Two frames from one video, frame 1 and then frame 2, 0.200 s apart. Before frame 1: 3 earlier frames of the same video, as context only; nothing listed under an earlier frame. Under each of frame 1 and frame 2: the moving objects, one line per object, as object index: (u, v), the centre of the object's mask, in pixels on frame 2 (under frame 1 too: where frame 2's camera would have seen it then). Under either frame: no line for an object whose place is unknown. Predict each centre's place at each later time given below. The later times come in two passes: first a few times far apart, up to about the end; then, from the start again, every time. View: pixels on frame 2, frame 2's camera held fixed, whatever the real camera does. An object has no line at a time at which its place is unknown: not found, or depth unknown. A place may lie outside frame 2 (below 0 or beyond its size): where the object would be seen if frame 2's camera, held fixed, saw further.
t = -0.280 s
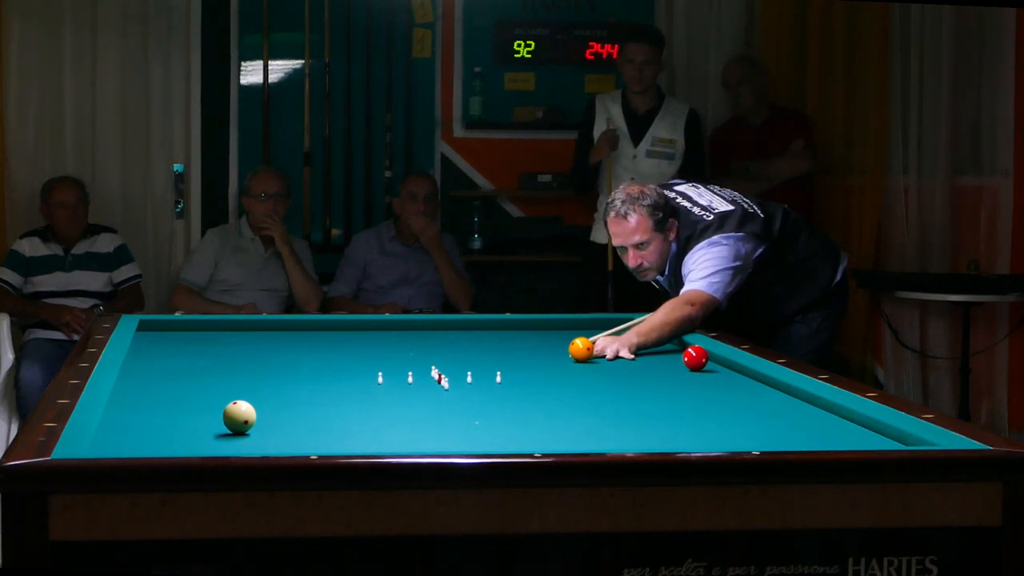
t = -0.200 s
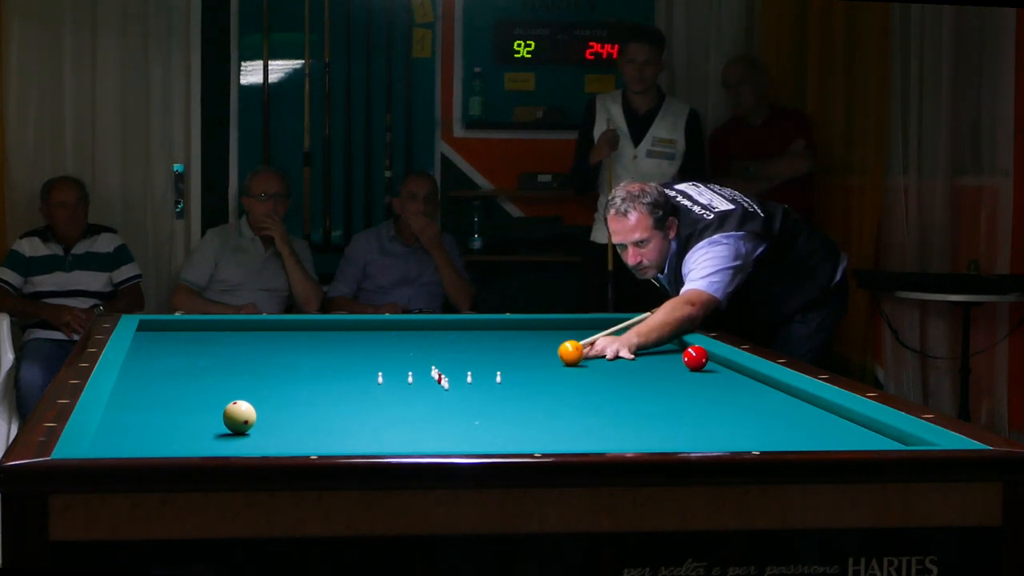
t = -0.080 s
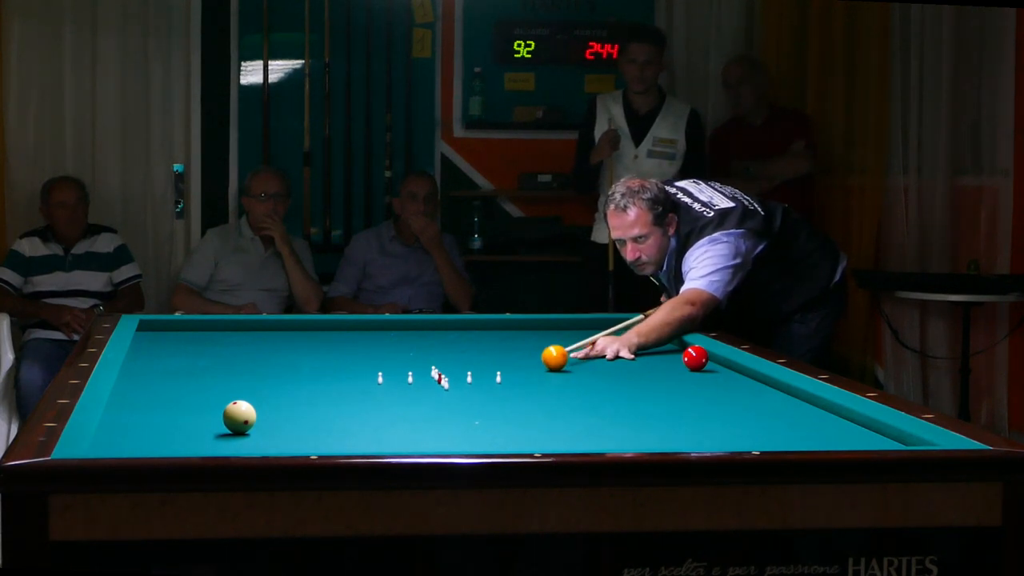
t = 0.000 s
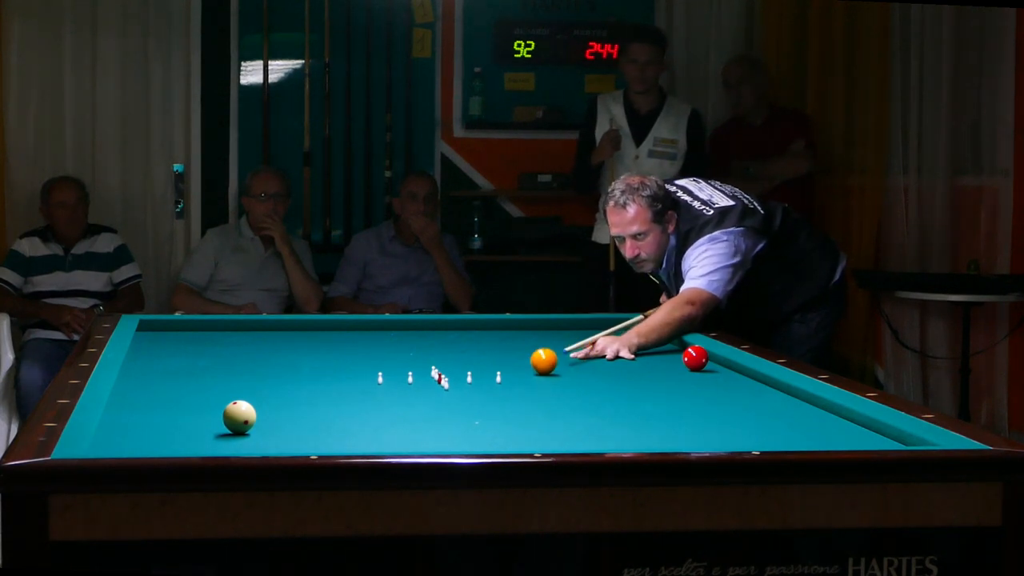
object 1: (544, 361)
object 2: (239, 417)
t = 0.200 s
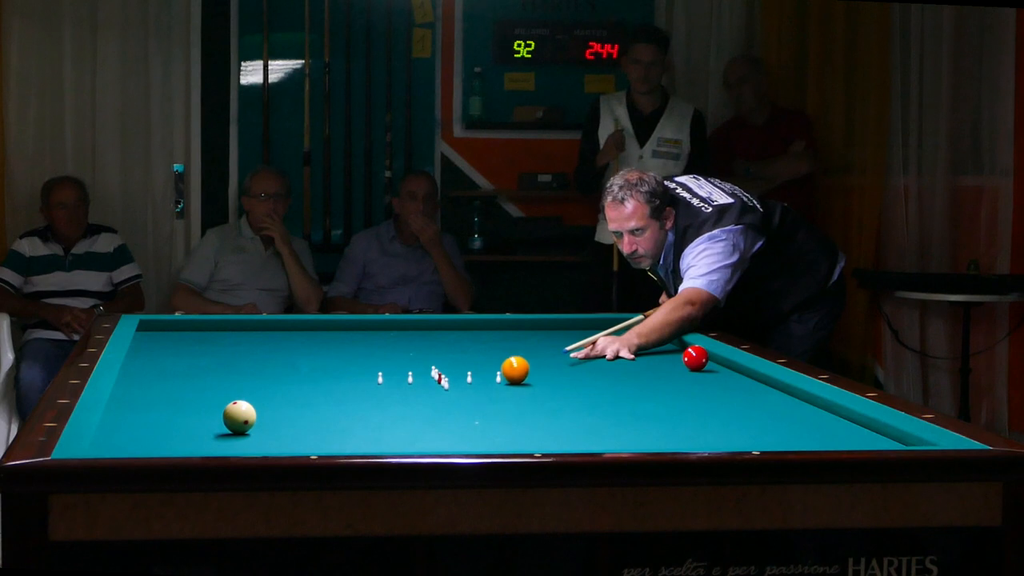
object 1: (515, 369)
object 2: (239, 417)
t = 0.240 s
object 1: (509, 371)
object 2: (239, 417)
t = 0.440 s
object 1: (478, 380)
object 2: (239, 417)
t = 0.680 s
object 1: (437, 393)
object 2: (239, 417)
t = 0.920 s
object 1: (392, 407)
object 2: (239, 417)
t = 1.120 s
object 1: (351, 419)
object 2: (239, 417)
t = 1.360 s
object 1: (298, 435)
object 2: (239, 417)
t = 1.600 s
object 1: (238, 445)
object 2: (239, 417)
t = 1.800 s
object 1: (170, 444)
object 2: (239, 417)
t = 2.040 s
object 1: (124, 439)
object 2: (239, 417)
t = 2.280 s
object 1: (172, 432)
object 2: (239, 416)
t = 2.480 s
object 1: (208, 425)
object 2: (239, 416)
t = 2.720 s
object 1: (242, 420)
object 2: (250, 404)
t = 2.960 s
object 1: (268, 419)
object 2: (250, 405)
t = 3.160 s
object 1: (288, 418)
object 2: (261, 404)
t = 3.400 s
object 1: (311, 417)
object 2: (269, 400)
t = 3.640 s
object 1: (333, 416)
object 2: (276, 395)
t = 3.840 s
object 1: (349, 415)
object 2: (281, 392)
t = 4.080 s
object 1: (368, 414)
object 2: (287, 388)
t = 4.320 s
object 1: (385, 413)
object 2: (293, 385)
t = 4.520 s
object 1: (399, 412)
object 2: (297, 382)
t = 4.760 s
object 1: (414, 412)
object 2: (302, 379)
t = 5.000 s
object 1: (427, 411)
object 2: (307, 376)
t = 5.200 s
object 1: (437, 410)
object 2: (310, 374)
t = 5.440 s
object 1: (449, 410)
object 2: (314, 371)
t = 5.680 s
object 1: (458, 409)
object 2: (317, 369)
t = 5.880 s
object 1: (466, 409)
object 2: (320, 368)
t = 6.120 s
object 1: (474, 409)
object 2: (322, 365)
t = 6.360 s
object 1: (481, 408)
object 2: (325, 364)
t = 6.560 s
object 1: (485, 408)
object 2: (327, 362)
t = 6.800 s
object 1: (490, 408)
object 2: (329, 360)
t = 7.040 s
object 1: (494, 408)
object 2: (332, 359)
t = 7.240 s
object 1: (495, 408)
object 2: (334, 358)
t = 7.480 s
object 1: (497, 408)
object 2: (336, 356)
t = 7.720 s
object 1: (497, 408)
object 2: (337, 355)
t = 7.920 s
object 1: (496, 408)
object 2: (339, 354)
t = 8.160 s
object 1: (496, 408)
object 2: (341, 353)
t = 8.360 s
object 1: (496, 408)
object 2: (343, 352)
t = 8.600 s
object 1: (496, 407)
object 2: (345, 352)
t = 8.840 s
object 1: (496, 408)
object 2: (346, 351)
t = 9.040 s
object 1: (496, 408)
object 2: (348, 350)
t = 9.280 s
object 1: (496, 408)
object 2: (349, 350)
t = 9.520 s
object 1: (497, 408)
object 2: (350, 349)
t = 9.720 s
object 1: (496, 408)
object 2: (351, 349)
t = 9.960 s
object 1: (496, 408)
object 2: (351, 349)
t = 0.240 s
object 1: (509, 371)
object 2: (239, 417)
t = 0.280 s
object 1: (503, 373)
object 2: (239, 417)
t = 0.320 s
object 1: (497, 375)
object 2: (239, 417)
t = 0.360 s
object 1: (491, 377)
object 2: (239, 417)
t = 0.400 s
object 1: (484, 379)
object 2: (239, 417)
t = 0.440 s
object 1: (478, 380)
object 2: (239, 417)
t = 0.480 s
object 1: (471, 383)
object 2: (239, 417)
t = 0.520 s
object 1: (465, 385)
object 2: (239, 417)
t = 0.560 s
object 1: (458, 387)
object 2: (239, 417)
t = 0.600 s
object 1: (451, 389)
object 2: (239, 417)
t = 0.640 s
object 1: (444, 391)
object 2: (239, 417)
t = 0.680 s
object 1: (437, 393)
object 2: (239, 417)
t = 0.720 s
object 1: (430, 396)
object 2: (239, 417)
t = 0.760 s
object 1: (423, 398)
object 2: (239, 417)
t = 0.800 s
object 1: (415, 400)
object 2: (239, 417)
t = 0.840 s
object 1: (408, 402)
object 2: (239, 417)
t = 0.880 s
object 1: (400, 404)
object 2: (239, 417)
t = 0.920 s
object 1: (392, 407)
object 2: (239, 417)
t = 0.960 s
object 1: (384, 409)
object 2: (239, 417)
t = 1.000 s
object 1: (376, 412)
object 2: (239, 417)
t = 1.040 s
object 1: (368, 414)
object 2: (239, 417)
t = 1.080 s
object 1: (360, 417)
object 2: (239, 417)
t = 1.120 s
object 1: (351, 419)
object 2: (239, 417)
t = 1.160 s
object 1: (343, 422)
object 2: (239, 417)
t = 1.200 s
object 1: (334, 424)
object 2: (239, 417)
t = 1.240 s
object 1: (325, 427)
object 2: (239, 417)
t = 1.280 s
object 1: (316, 430)
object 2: (239, 417)
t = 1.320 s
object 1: (307, 433)
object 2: (239, 417)
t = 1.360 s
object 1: (298, 435)
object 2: (239, 417)
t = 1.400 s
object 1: (288, 437)
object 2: (239, 416)
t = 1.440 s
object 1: (278, 439)
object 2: (239, 416)
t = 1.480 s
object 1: (269, 441)
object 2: (239, 417)
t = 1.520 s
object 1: (259, 442)
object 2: (239, 416)
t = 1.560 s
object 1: (248, 444)
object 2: (239, 416)
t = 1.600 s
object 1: (238, 445)
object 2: (239, 417)
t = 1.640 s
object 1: (228, 447)
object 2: (239, 417)
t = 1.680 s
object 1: (214, 447)
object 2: (239, 417)
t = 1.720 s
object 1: (199, 446)
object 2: (239, 416)
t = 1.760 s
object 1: (185, 445)
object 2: (239, 417)
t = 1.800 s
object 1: (170, 444)
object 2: (239, 417)
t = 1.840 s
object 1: (157, 443)
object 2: (239, 417)
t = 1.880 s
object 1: (143, 442)
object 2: (239, 417)
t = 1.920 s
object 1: (130, 442)
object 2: (239, 417)
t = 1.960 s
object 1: (116, 441)
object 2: (239, 417)
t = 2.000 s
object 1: (113, 440)
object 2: (239, 417)
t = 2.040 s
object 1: (124, 439)
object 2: (239, 417)
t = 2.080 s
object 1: (133, 438)
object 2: (239, 417)
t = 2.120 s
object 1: (141, 437)
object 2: (239, 416)
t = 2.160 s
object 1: (149, 436)
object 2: (239, 417)
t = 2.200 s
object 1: (156, 435)
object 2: (239, 417)
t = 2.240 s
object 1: (164, 434)
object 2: (239, 417)
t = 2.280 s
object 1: (172, 432)
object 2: (239, 416)
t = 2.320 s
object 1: (179, 430)
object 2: (239, 417)
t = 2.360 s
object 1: (187, 429)
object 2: (239, 416)
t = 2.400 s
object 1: (194, 428)
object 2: (239, 416)
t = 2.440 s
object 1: (201, 426)
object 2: (239, 417)
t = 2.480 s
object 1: (208, 425)
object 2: (239, 416)
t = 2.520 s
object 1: (215, 423)
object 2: (242, 416)
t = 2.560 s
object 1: (222, 422)
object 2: (244, 415)
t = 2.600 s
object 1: (229, 421)
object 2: (247, 413)
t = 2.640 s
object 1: (233, 420)
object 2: (249, 410)
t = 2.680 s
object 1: (237, 420)
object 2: (250, 407)
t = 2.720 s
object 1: (242, 420)
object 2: (250, 404)
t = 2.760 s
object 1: (246, 420)
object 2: (248, 403)
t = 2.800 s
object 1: (250, 420)
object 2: (247, 403)
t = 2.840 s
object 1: (255, 419)
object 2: (246, 404)
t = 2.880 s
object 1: (259, 419)
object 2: (247, 404)
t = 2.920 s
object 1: (264, 419)
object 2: (248, 405)
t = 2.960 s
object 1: (268, 419)
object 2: (250, 405)
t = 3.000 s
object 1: (272, 419)
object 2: (252, 405)
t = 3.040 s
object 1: (276, 418)
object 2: (254, 405)
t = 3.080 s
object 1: (280, 418)
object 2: (257, 405)
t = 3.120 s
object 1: (284, 418)
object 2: (259, 405)
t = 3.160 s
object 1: (288, 418)
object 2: (261, 404)
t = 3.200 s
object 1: (292, 417)
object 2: (263, 403)
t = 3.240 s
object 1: (296, 417)
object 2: (264, 403)
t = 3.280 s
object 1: (300, 417)
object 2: (265, 402)
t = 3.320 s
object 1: (304, 417)
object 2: (266, 401)
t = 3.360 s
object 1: (307, 417)
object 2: (268, 400)
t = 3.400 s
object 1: (311, 417)
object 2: (269, 400)
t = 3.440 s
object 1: (315, 417)
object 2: (270, 399)
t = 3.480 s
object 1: (318, 416)
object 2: (271, 398)
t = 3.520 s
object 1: (322, 416)
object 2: (272, 398)
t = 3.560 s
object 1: (326, 416)
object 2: (273, 397)
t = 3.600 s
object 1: (329, 416)
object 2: (275, 396)
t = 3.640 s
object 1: (333, 416)
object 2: (276, 395)
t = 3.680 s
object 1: (336, 415)
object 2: (277, 395)
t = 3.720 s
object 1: (339, 416)
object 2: (278, 394)
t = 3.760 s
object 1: (343, 415)
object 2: (279, 394)
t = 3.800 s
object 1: (346, 415)
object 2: (280, 393)
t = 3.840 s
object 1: (349, 415)
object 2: (281, 392)
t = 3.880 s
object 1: (352, 415)
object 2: (282, 392)
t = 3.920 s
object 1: (356, 415)
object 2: (283, 391)
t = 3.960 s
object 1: (359, 415)
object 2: (284, 390)
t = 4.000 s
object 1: (362, 414)
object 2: (285, 390)
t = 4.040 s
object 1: (365, 414)
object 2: (286, 389)
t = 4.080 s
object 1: (368, 414)
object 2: (287, 388)
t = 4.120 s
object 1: (371, 414)
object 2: (288, 388)
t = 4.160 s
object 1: (374, 414)
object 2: (289, 387)
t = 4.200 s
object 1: (377, 414)
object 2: (290, 387)
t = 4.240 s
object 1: (380, 414)
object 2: (291, 386)
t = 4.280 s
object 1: (383, 414)
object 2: (292, 386)
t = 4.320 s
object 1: (385, 413)
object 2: (293, 385)
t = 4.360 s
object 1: (388, 413)
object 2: (294, 385)
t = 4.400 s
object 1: (391, 413)
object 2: (295, 384)
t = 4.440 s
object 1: (393, 413)
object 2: (296, 383)
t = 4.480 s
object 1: (396, 413)
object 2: (296, 383)
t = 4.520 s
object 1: (399, 412)
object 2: (297, 382)
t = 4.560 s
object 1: (401, 412)
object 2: (298, 382)
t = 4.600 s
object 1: (404, 412)
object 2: (299, 381)
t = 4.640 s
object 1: (406, 412)
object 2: (300, 381)
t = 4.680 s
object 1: (409, 412)
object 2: (301, 381)
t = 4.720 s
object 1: (411, 412)
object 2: (301, 380)
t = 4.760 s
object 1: (414, 412)
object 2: (302, 379)
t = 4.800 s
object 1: (416, 412)
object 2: (303, 379)
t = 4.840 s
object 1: (418, 412)
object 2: (304, 378)
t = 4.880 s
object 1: (420, 411)
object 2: (304, 378)
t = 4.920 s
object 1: (423, 411)
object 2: (305, 377)
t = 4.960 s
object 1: (425, 411)
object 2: (306, 377)
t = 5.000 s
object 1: (427, 411)
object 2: (307, 376)
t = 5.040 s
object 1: (429, 411)
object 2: (307, 376)
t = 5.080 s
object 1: (431, 411)
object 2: (308, 376)
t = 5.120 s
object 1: (433, 411)
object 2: (309, 375)
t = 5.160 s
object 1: (435, 410)
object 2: (309, 374)
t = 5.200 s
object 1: (437, 410)
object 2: (310, 374)
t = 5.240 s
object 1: (439, 410)
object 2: (311, 374)
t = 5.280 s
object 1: (441, 410)
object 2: (311, 373)
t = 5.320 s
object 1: (443, 410)
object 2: (312, 373)
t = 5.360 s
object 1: (445, 410)
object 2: (312, 372)
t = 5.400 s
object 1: (447, 410)
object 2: (313, 372)
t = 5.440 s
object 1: (449, 410)
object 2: (314, 371)
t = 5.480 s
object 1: (450, 410)
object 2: (314, 371)
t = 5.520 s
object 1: (452, 410)
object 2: (315, 371)
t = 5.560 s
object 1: (454, 409)
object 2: (316, 371)
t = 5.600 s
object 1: (455, 409)
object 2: (316, 370)
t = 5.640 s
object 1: (457, 409)
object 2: (317, 370)
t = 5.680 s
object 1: (458, 409)
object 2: (317, 369)
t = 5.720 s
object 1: (460, 409)
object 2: (318, 369)
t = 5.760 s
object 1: (462, 409)
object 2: (318, 369)
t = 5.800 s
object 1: (463, 409)
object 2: (319, 368)
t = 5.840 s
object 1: (464, 409)
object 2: (319, 368)
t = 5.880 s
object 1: (466, 409)
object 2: (320, 368)
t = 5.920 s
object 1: (467, 409)
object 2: (320, 367)
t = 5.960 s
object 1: (469, 409)
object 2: (321, 367)
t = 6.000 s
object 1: (470, 408)
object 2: (321, 366)
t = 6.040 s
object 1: (471, 409)
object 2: (322, 366)
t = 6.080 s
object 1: (472, 409)
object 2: (322, 366)
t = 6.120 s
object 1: (474, 409)
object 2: (322, 365)
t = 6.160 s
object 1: (475, 409)
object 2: (323, 365)
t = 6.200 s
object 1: (476, 408)
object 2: (323, 365)
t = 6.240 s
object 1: (477, 408)
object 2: (324, 365)
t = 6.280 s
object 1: (478, 408)
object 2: (324, 364)
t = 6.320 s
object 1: (480, 408)
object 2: (325, 364)
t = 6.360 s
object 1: (481, 408)
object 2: (325, 364)
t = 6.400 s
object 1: (482, 408)
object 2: (325, 363)
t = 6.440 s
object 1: (483, 408)
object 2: (326, 363)
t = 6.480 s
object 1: (484, 408)
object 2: (326, 363)
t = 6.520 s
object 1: (484, 408)
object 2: (327, 362)
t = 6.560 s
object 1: (485, 408)
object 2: (327, 362)
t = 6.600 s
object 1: (486, 408)
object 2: (328, 362)
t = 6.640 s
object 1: (487, 408)
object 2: (328, 362)
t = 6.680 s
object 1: (488, 408)
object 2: (328, 361)
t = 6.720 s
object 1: (488, 408)
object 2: (329, 361)
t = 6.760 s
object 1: (489, 408)
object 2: (329, 361)
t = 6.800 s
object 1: (490, 408)
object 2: (329, 360)
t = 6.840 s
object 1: (491, 408)
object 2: (330, 360)
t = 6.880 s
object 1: (491, 408)
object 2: (330, 360)
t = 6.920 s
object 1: (492, 408)
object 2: (331, 360)
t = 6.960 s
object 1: (493, 408)
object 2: (331, 359)
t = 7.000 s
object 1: (493, 408)
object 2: (332, 359)
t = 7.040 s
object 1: (494, 408)
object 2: (332, 359)
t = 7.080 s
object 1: (494, 408)
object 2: (332, 359)
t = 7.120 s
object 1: (494, 408)
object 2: (333, 358)
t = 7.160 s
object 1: (495, 408)
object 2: (333, 358)
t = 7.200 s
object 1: (495, 408)
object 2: (334, 358)
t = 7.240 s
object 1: (495, 408)
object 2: (334, 358)
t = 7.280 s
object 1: (496, 408)
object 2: (334, 357)
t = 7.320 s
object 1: (496, 408)
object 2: (335, 357)
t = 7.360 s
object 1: (496, 408)
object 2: (335, 357)
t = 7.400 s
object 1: (496, 408)
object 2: (335, 357)
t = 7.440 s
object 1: (497, 408)
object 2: (336, 356)
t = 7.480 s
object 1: (497, 408)
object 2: (336, 356)
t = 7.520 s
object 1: (497, 408)
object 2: (336, 356)
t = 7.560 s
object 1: (497, 407)
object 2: (336, 356)
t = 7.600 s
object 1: (497, 408)
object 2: (337, 356)
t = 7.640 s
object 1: (497, 408)
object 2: (337, 355)
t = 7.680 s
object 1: (497, 408)
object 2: (337, 355)
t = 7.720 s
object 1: (497, 408)
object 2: (337, 355)
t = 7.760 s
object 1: (497, 408)
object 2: (338, 355)
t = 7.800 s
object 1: (496, 407)
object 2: (338, 355)
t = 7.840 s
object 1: (496, 407)
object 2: (339, 355)
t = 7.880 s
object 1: (496, 408)
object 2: (339, 354)
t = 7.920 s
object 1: (496, 408)
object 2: (339, 354)
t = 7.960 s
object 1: (496, 408)
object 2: (339, 354)
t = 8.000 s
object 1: (496, 408)
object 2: (340, 354)
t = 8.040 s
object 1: (496, 408)
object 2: (340, 354)
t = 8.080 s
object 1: (496, 407)
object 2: (340, 354)
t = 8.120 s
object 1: (496, 407)
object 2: (341, 354)
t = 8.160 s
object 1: (496, 408)
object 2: (341, 353)
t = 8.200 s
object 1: (496, 408)
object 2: (341, 353)
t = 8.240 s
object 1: (496, 407)
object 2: (342, 353)
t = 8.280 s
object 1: (496, 408)
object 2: (342, 353)
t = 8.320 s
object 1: (496, 407)
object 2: (342, 353)
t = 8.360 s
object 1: (496, 408)
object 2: (343, 352)
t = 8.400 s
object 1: (496, 407)
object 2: (343, 352)
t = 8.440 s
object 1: (496, 408)
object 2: (343, 352)
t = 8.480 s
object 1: (496, 408)
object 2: (344, 352)
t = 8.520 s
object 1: (496, 408)
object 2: (344, 352)
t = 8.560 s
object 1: (496, 408)
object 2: (344, 352)
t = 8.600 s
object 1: (496, 407)
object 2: (345, 352)
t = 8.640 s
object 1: (496, 408)
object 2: (345, 351)
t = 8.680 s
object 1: (496, 408)
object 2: (345, 351)
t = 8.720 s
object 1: (496, 408)
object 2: (346, 351)
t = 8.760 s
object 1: (496, 408)
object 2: (346, 351)
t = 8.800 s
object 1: (496, 408)
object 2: (346, 351)
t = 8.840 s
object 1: (496, 408)
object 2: (346, 351)
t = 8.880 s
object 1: (496, 408)
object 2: (346, 351)
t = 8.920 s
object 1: (496, 408)
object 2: (347, 351)
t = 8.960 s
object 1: (496, 407)
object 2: (347, 351)
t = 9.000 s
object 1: (496, 408)
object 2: (347, 350)
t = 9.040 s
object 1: (496, 408)
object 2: (348, 350)
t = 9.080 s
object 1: (496, 408)
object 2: (348, 350)
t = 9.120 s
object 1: (496, 408)
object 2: (348, 350)
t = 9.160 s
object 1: (497, 408)
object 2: (348, 350)
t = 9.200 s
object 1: (496, 408)
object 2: (348, 350)
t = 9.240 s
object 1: (496, 408)
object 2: (349, 350)
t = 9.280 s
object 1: (496, 408)
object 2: (349, 350)
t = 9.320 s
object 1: (497, 408)
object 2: (349, 350)
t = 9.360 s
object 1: (497, 408)
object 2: (349, 350)
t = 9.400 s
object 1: (497, 408)
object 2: (349, 350)
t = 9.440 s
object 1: (497, 408)
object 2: (350, 350)
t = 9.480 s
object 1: (497, 408)
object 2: (350, 350)
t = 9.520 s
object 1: (497, 408)
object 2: (350, 349)
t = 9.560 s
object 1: (497, 408)
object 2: (350, 349)
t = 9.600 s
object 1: (497, 408)
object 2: (350, 349)
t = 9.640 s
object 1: (496, 408)
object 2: (350, 349)
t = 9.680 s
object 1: (496, 408)
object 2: (350, 349)
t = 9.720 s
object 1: (496, 408)
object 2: (351, 349)
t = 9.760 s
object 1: (496, 408)
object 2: (351, 349)
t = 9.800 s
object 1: (496, 408)
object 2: (351, 349)
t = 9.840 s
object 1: (496, 408)
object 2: (351, 349)
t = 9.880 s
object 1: (496, 407)
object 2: (351, 349)
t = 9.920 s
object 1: (496, 408)
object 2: (351, 349)
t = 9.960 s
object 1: (496, 408)
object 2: (351, 349)
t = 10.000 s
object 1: (496, 408)
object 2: (351, 349)
